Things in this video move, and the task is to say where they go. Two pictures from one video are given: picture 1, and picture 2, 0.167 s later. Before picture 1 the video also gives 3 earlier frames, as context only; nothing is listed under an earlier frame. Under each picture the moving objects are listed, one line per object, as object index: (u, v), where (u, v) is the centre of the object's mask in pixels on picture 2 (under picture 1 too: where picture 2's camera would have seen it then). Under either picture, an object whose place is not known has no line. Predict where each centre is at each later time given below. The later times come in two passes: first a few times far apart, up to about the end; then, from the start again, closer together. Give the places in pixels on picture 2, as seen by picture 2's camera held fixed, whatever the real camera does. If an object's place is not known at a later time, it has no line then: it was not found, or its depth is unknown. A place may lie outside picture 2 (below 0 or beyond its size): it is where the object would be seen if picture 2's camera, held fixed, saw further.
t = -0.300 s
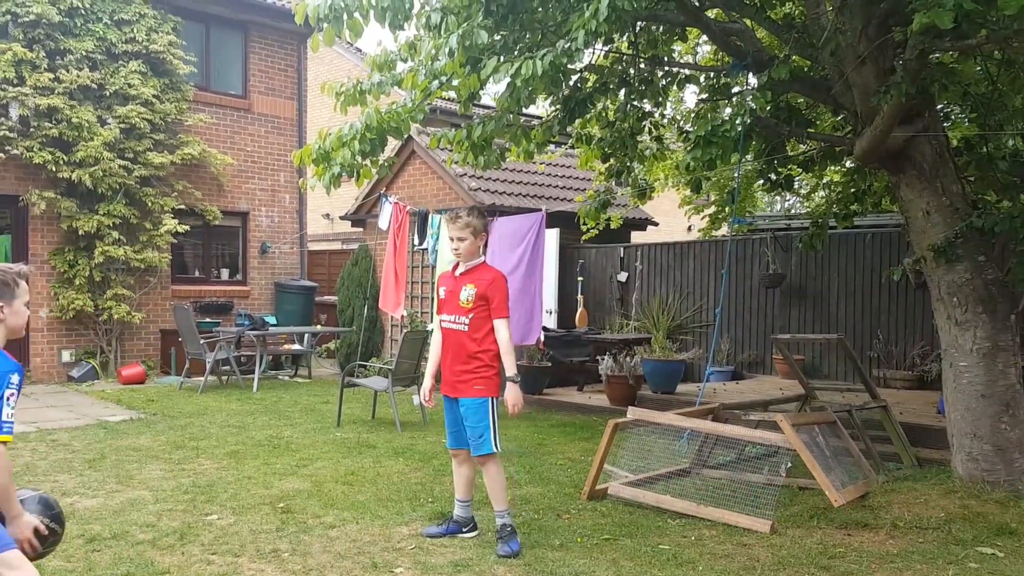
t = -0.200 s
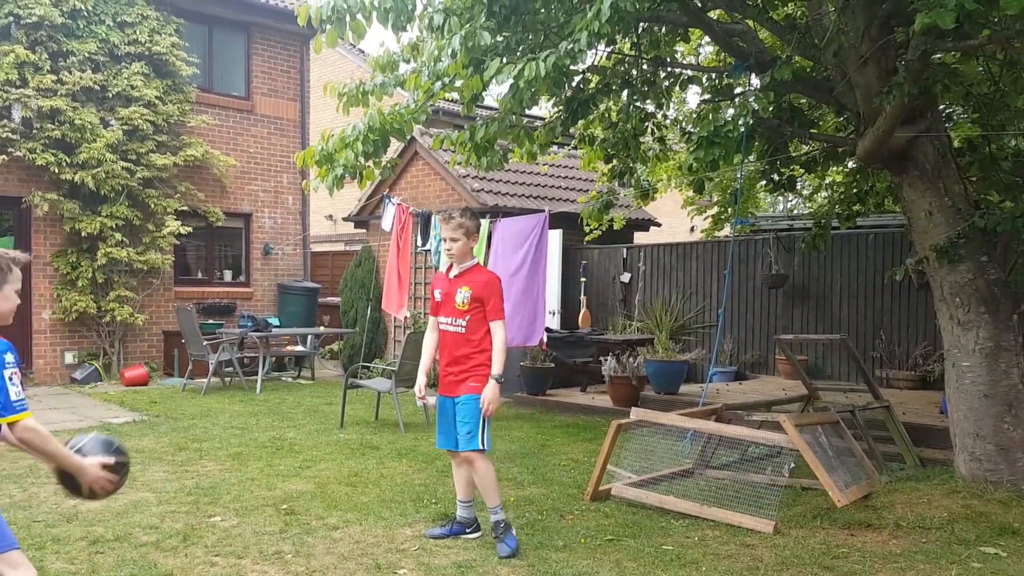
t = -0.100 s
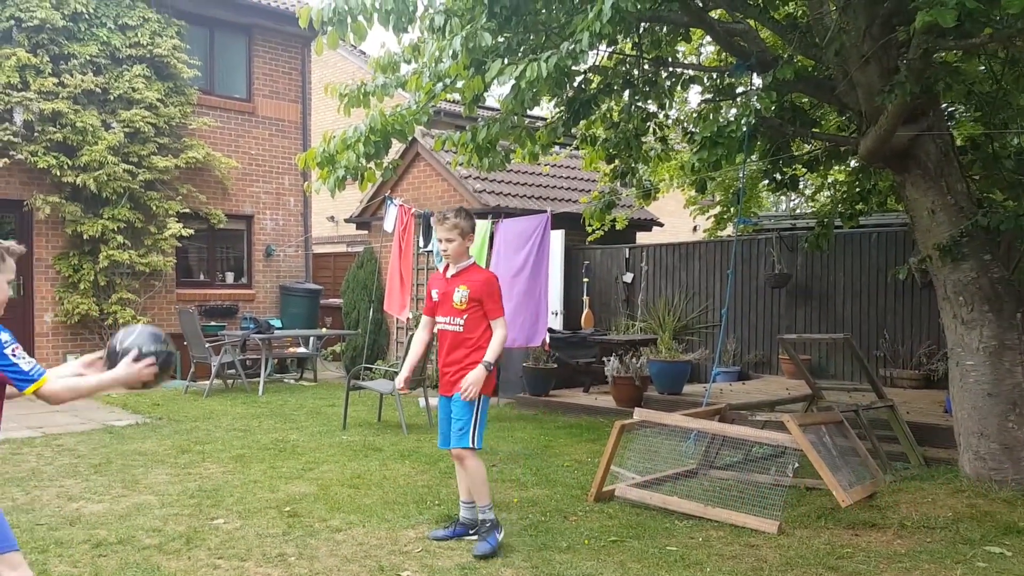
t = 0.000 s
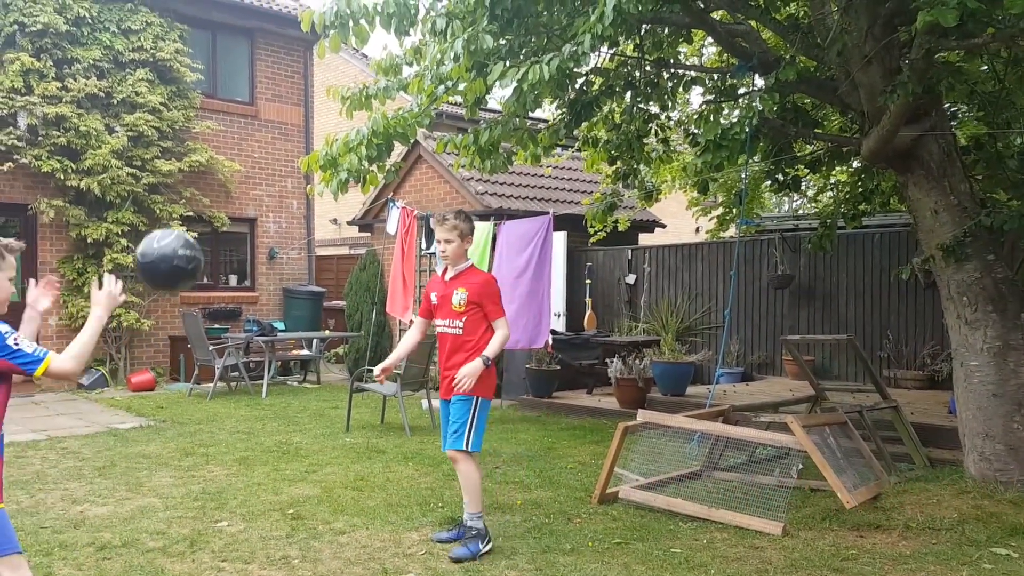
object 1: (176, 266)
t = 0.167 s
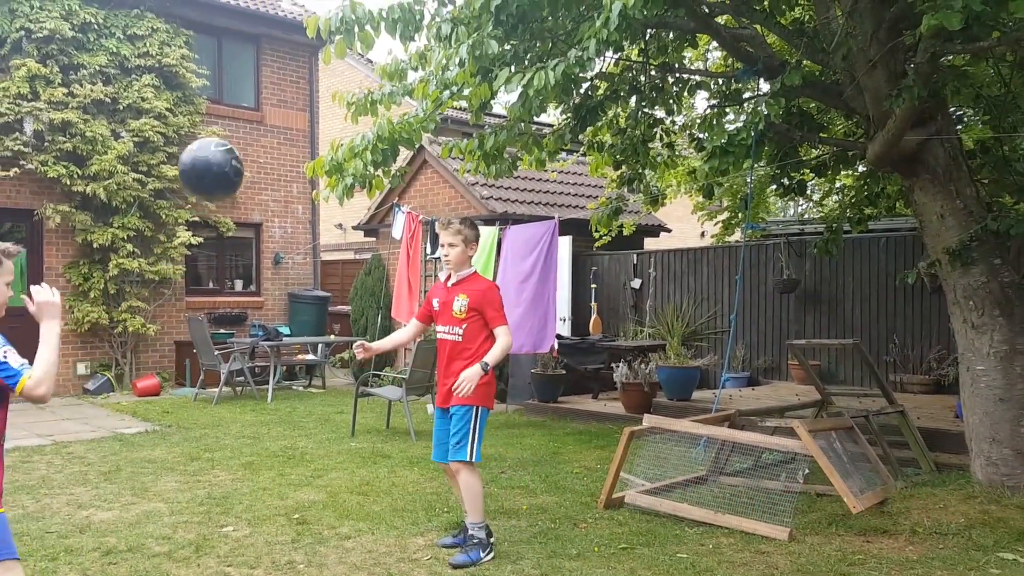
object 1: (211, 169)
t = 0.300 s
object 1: (238, 150)
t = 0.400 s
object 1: (258, 166)
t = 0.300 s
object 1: (238, 150)
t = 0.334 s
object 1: (245, 152)
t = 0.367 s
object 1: (251, 157)
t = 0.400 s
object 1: (258, 166)
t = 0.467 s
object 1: (270, 191)
